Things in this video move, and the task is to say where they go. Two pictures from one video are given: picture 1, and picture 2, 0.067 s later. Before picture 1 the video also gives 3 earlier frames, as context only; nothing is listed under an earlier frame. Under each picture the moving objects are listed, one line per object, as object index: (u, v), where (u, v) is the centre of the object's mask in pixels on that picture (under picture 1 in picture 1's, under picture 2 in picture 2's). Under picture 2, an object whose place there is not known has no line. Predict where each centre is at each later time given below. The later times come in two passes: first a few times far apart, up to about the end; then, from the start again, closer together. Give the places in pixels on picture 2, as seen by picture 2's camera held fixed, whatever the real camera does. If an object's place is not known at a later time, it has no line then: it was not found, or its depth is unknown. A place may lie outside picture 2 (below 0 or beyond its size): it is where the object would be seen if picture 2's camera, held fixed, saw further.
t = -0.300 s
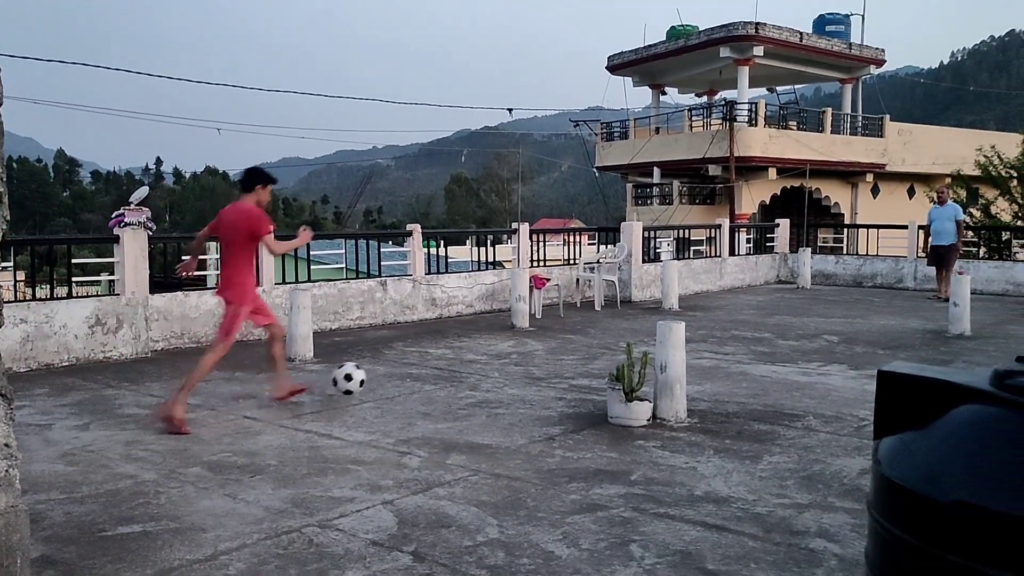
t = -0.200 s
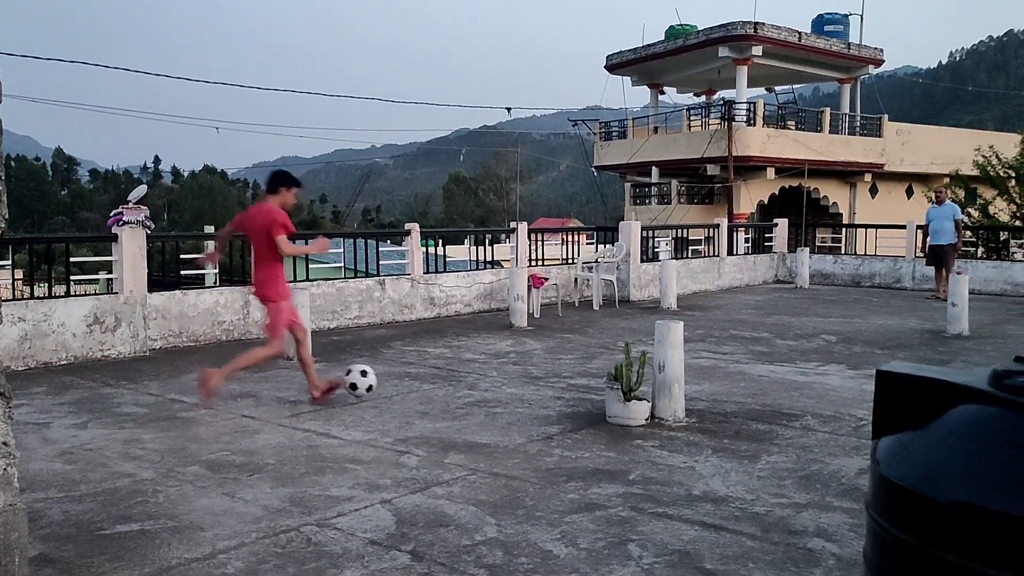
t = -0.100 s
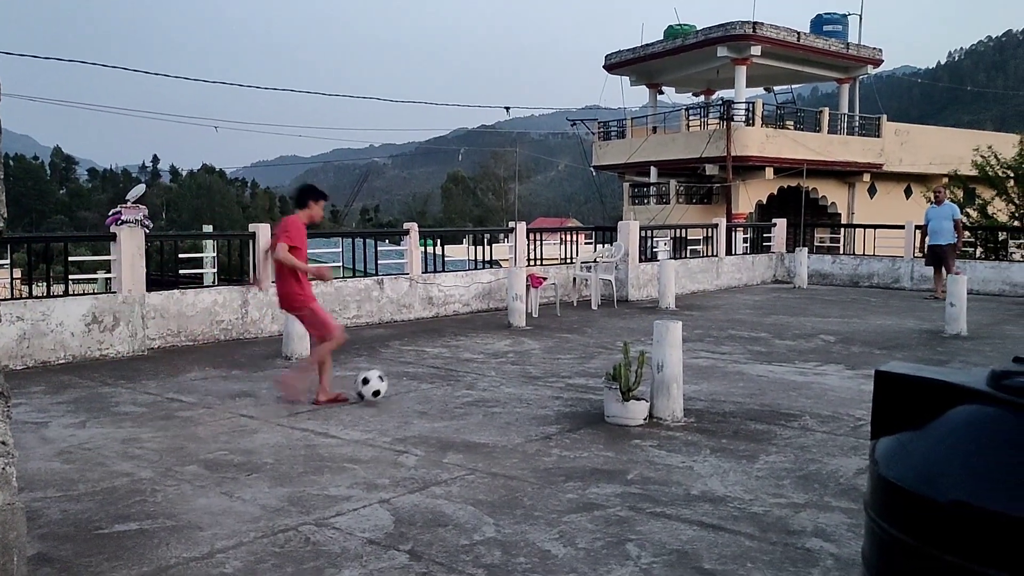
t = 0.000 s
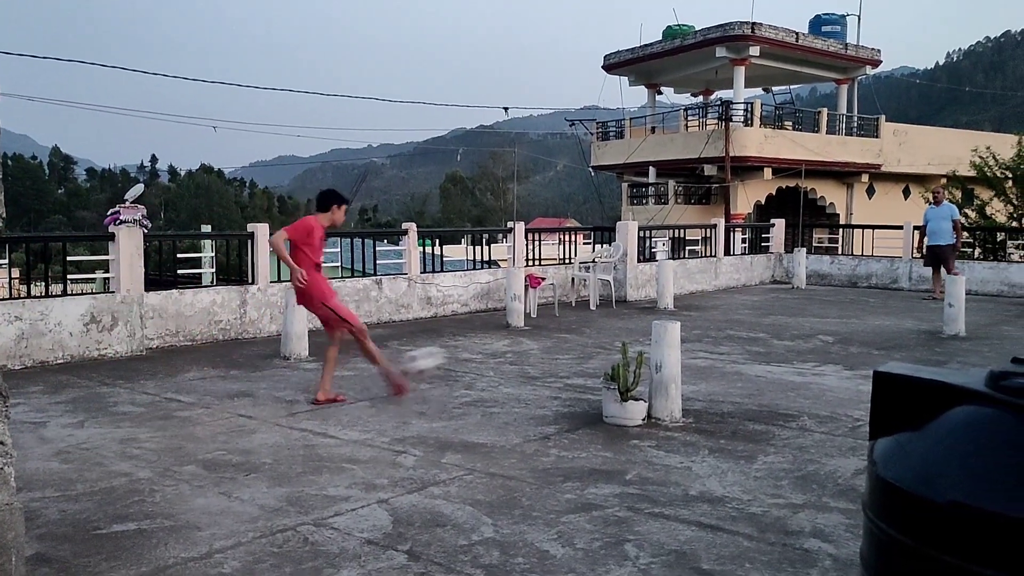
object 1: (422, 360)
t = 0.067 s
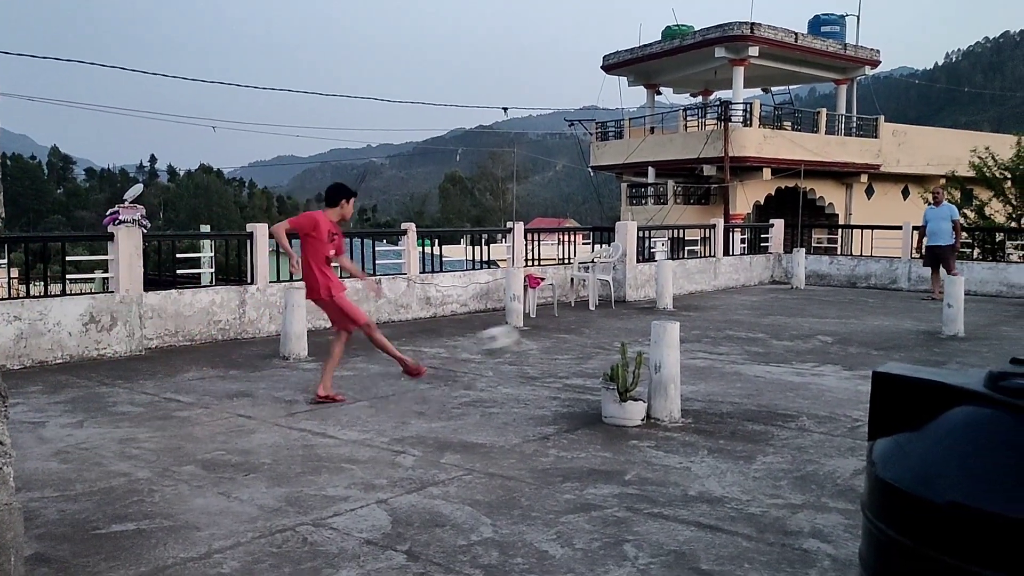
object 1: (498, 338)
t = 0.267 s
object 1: (681, 311)
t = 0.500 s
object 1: (820, 323)
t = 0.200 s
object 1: (624, 316)
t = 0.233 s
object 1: (651, 314)
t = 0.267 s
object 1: (681, 311)
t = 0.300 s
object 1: (703, 315)
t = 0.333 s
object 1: (726, 317)
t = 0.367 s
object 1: (748, 318)
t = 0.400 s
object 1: (769, 324)
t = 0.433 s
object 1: (789, 329)
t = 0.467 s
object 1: (807, 331)
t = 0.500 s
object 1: (820, 323)
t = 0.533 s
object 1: (833, 317)
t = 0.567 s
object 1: (845, 311)
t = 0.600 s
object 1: (857, 307)
